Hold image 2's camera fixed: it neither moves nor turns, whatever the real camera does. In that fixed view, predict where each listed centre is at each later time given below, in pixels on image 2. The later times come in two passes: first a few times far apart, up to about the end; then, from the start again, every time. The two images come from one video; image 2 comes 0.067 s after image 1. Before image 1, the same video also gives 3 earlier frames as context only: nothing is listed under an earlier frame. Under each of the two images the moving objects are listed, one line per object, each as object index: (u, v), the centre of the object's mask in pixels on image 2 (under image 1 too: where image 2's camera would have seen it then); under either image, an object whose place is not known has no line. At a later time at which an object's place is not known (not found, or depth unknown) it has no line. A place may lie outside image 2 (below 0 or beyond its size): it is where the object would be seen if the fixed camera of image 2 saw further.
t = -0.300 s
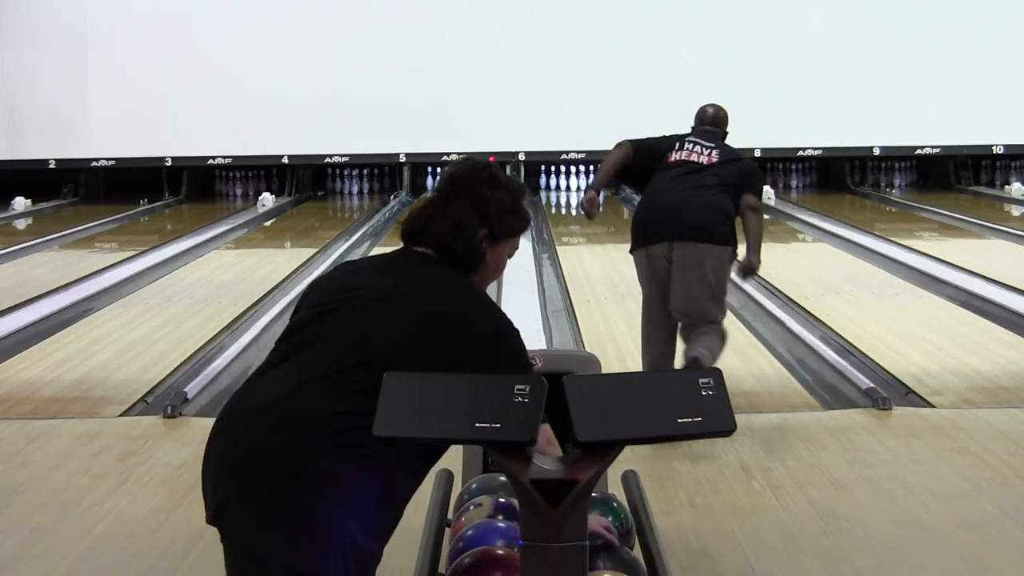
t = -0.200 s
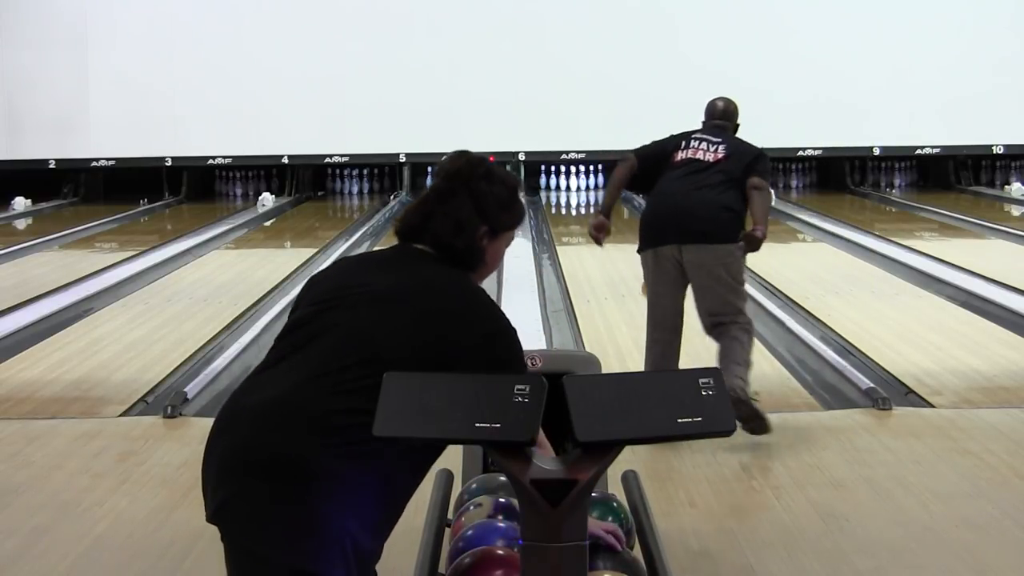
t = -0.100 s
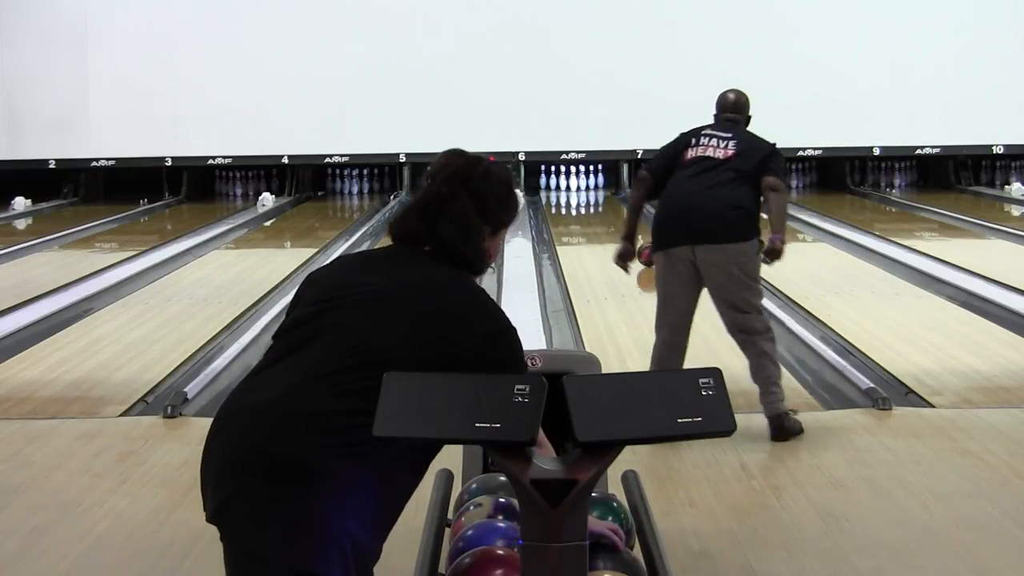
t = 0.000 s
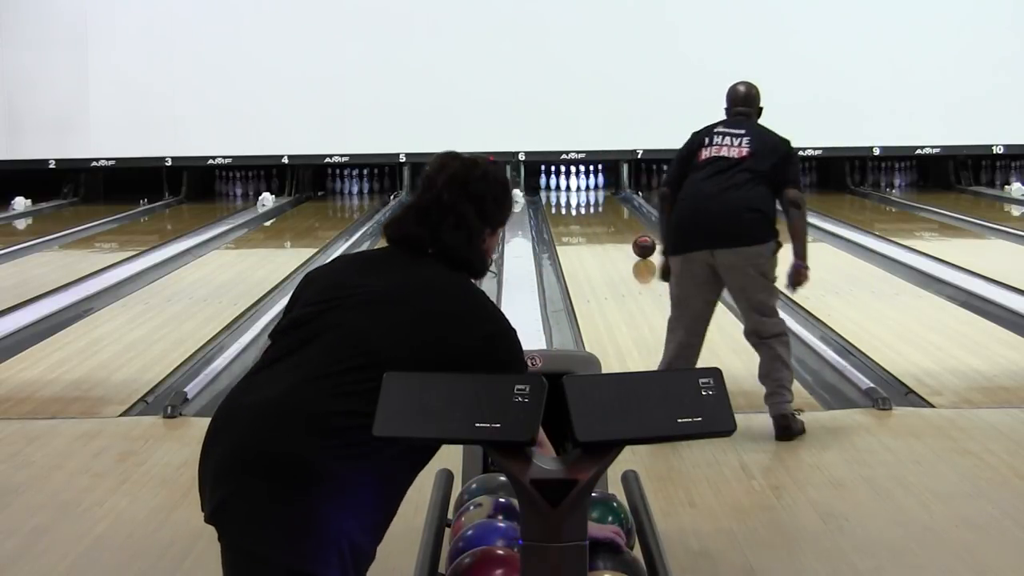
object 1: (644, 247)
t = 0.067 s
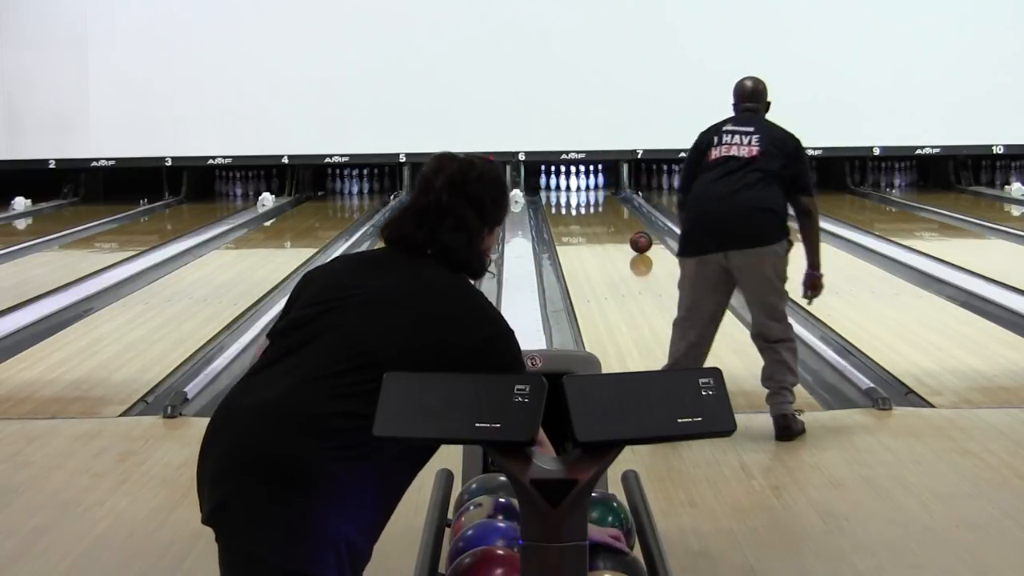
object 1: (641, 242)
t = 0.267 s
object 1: (632, 230)
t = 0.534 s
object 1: (621, 216)
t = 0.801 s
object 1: (612, 206)
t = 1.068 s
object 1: (603, 197)
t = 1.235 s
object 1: (595, 193)
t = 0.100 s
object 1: (639, 240)
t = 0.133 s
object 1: (638, 238)
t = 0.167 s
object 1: (636, 236)
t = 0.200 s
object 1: (635, 234)
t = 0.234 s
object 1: (634, 232)
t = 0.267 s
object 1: (632, 230)
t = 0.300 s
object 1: (631, 228)
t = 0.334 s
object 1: (629, 226)
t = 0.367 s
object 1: (628, 225)
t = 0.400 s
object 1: (627, 223)
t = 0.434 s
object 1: (625, 221)
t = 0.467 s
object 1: (624, 219)
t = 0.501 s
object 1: (623, 217)
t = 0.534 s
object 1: (621, 216)
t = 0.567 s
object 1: (621, 215)
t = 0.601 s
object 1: (619, 213)
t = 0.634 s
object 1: (618, 212)
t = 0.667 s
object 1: (617, 210)
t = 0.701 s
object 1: (616, 209)
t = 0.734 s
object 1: (614, 208)
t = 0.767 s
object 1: (613, 207)
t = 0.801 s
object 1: (612, 206)
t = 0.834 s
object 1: (611, 204)
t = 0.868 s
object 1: (610, 204)
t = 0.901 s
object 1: (609, 203)
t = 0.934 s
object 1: (607, 201)
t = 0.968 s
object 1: (606, 200)
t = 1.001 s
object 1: (605, 199)
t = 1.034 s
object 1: (604, 198)
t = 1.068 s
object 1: (603, 197)
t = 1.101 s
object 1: (601, 197)
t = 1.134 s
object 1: (599, 196)
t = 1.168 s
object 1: (598, 195)
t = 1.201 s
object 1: (597, 194)
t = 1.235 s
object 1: (595, 193)
